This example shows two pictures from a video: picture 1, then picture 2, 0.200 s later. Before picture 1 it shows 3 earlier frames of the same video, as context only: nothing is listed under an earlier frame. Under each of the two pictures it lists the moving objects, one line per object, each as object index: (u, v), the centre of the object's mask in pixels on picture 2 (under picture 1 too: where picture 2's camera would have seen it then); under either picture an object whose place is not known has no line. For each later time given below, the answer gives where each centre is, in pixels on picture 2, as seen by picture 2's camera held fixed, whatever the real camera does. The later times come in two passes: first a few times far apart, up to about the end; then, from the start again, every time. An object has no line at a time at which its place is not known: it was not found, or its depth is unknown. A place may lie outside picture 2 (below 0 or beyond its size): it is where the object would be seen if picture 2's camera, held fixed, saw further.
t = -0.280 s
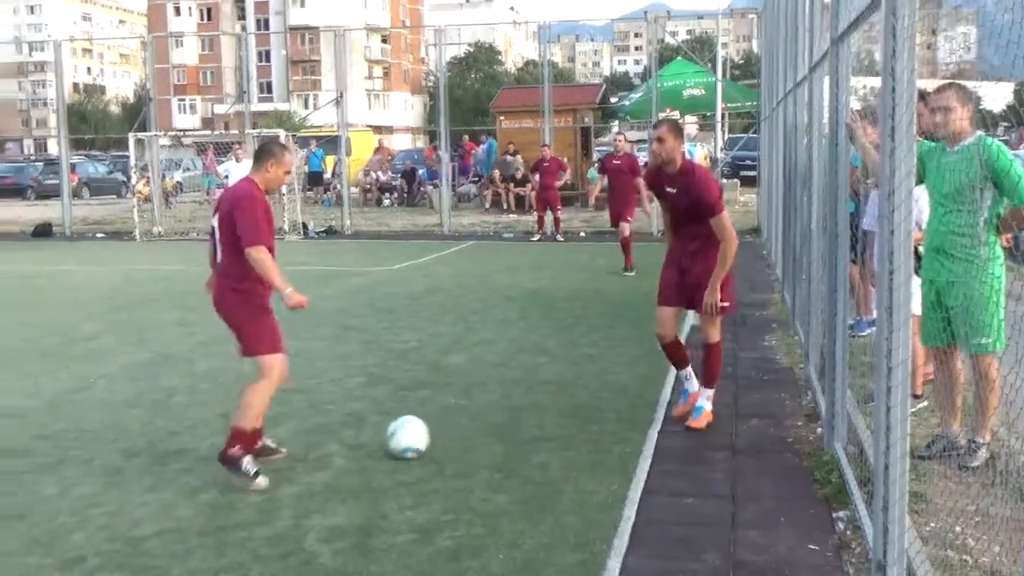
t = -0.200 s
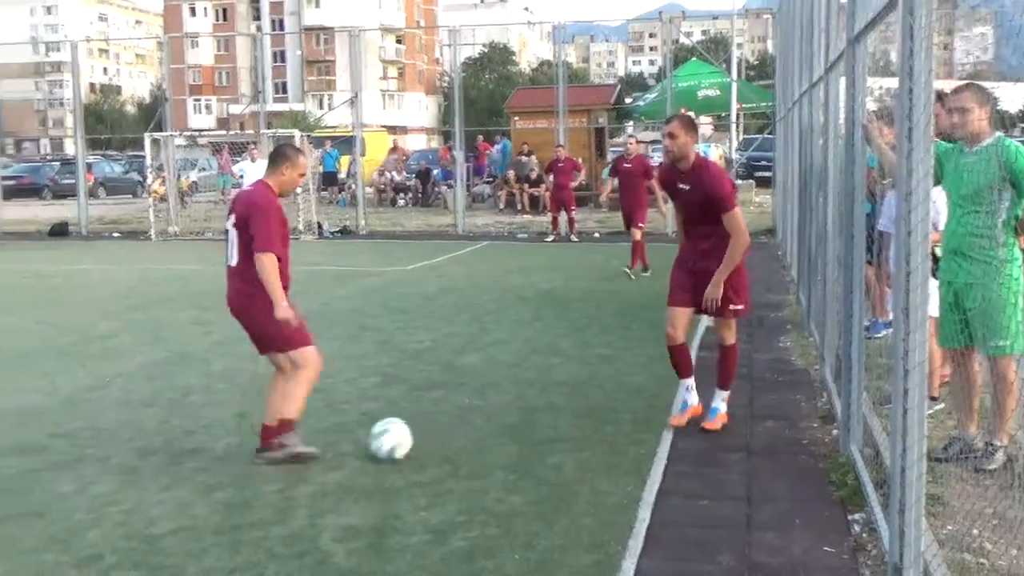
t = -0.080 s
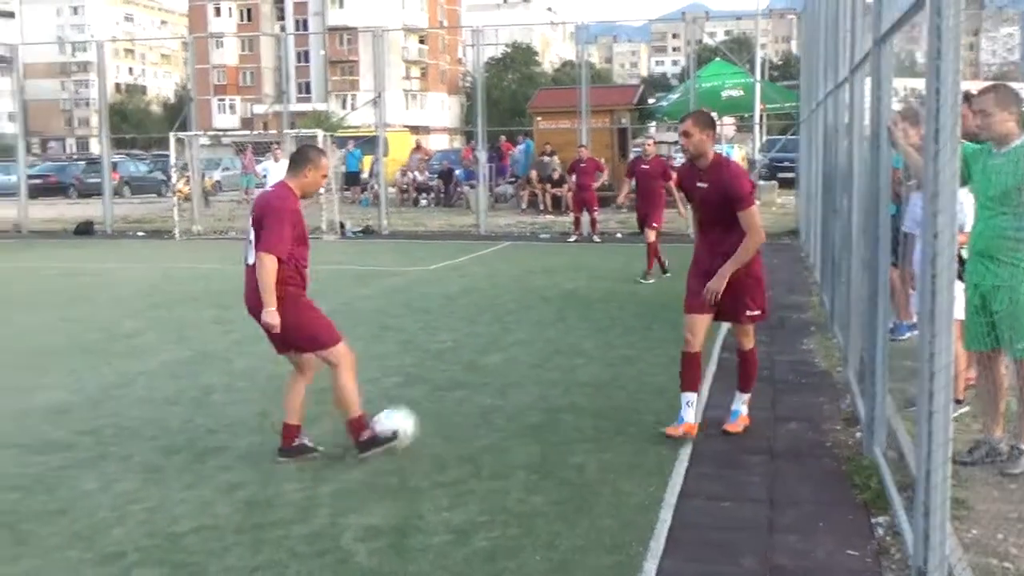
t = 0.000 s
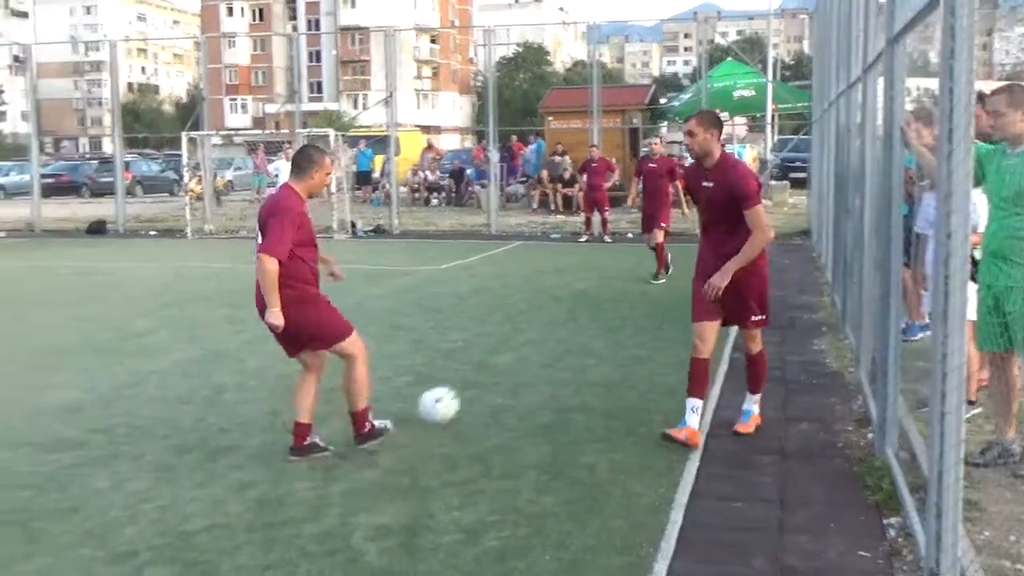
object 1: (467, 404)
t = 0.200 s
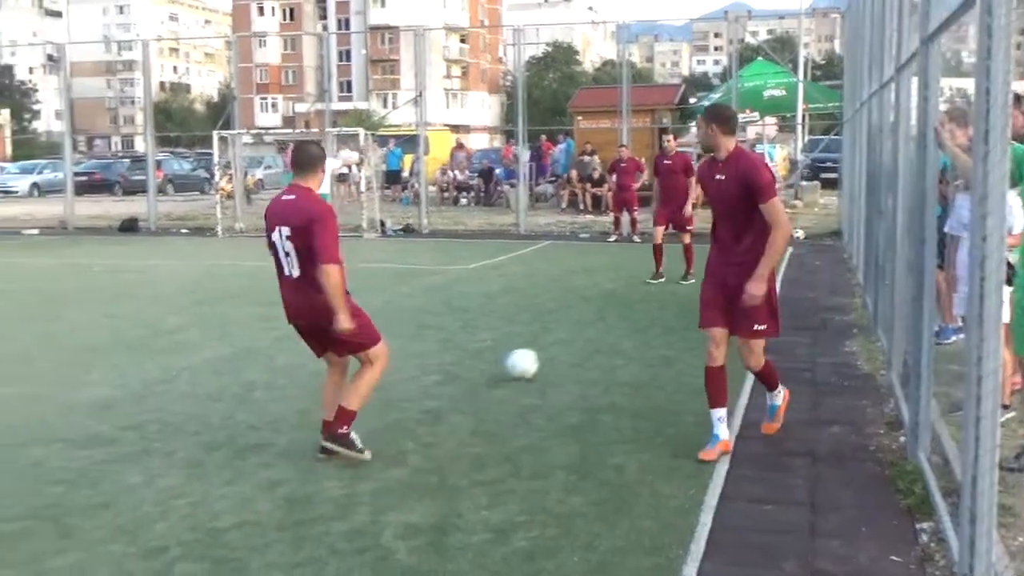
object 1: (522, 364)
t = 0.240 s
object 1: (529, 356)
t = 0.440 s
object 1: (556, 333)
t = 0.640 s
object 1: (573, 317)
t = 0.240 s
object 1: (529, 356)
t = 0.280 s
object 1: (536, 352)
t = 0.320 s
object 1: (541, 347)
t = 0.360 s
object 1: (548, 342)
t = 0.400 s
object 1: (552, 337)
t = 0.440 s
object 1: (556, 333)
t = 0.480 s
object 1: (559, 329)
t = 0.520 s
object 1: (564, 325)
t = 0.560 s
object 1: (567, 323)
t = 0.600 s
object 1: (570, 320)
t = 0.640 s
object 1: (573, 317)
